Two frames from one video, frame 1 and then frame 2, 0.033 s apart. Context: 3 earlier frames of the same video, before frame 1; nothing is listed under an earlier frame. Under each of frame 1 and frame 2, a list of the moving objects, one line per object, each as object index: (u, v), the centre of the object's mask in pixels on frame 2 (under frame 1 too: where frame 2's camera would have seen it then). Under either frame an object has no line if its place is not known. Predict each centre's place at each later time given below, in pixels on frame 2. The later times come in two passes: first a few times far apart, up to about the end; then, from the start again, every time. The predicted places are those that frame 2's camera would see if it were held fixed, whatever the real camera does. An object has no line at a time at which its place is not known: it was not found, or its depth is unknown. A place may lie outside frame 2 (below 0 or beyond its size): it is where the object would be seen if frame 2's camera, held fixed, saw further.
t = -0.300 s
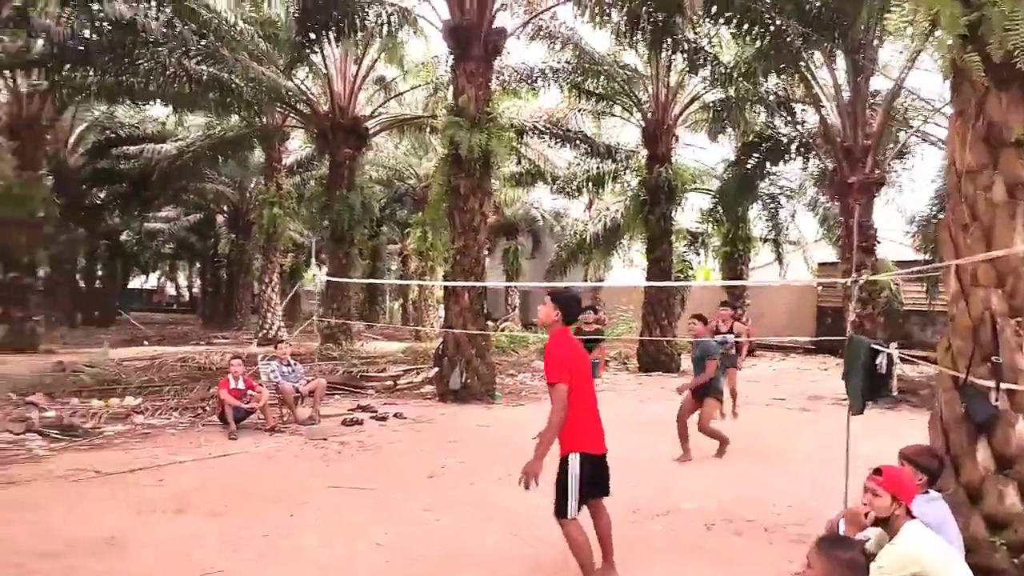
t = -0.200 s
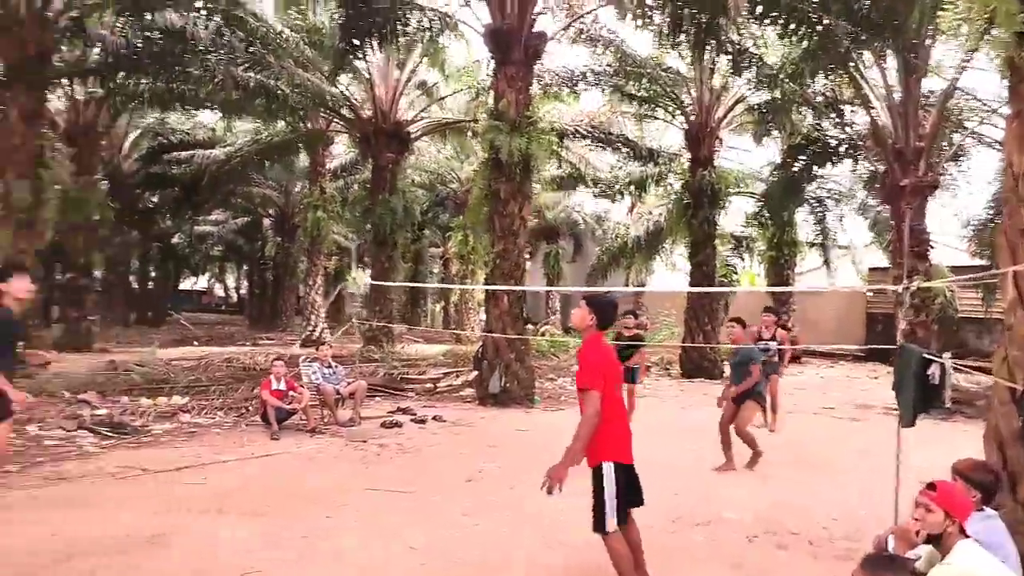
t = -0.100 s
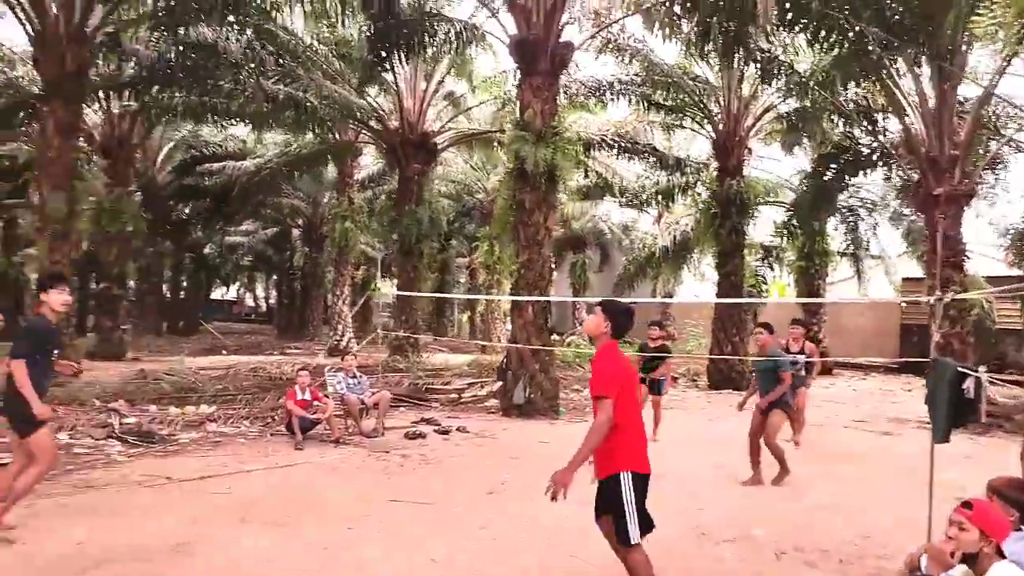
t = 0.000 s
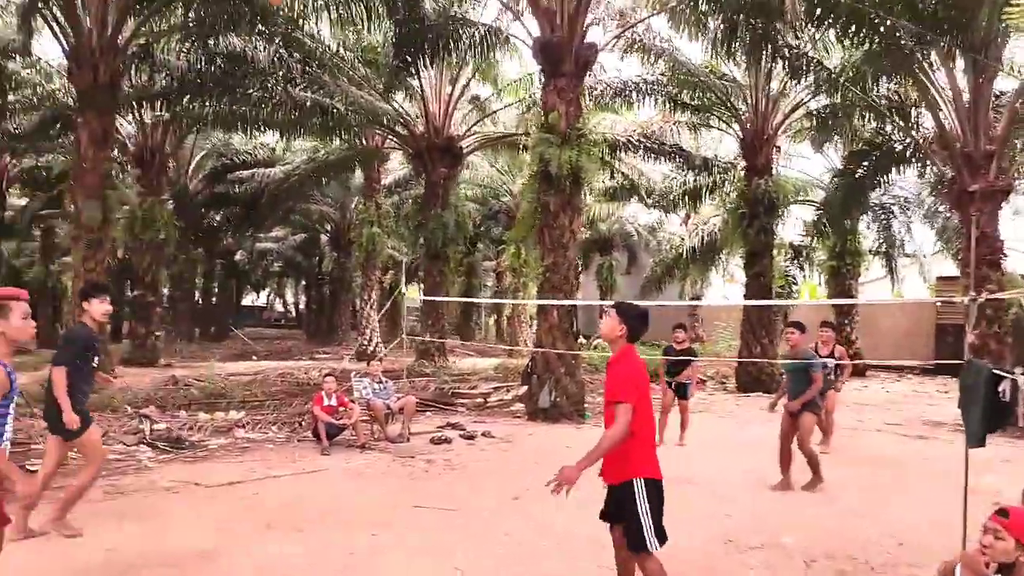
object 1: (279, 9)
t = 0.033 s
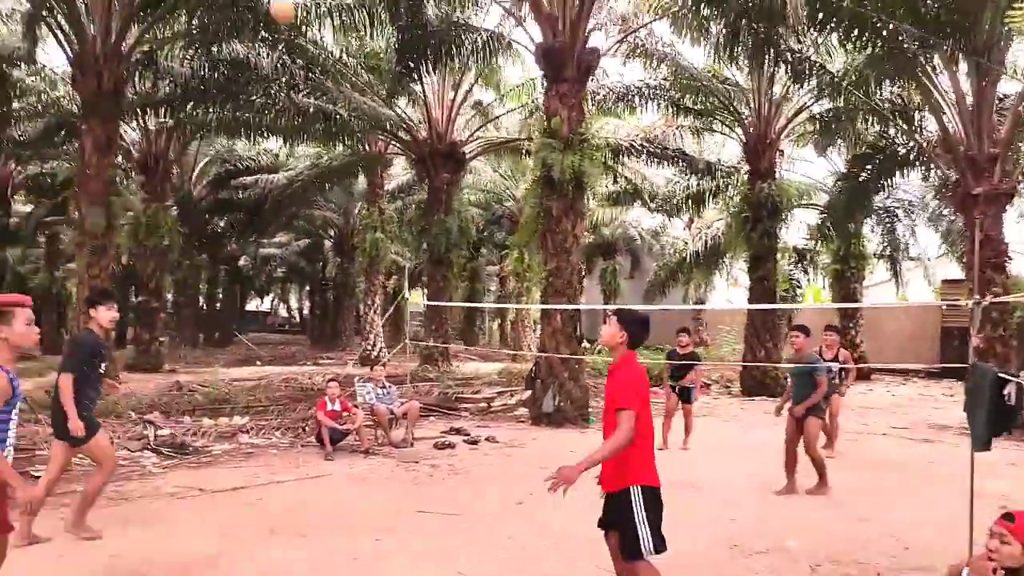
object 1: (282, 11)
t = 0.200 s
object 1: (304, 100)
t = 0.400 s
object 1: (330, 285)
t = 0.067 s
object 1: (286, 23)
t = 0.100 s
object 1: (291, 39)
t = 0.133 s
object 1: (295, 59)
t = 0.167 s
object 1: (300, 78)
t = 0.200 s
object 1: (304, 100)
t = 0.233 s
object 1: (309, 125)
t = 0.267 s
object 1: (314, 153)
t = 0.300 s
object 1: (317, 183)
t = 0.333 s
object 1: (321, 213)
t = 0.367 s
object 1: (326, 249)
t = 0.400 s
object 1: (330, 285)
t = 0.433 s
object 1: (334, 325)
